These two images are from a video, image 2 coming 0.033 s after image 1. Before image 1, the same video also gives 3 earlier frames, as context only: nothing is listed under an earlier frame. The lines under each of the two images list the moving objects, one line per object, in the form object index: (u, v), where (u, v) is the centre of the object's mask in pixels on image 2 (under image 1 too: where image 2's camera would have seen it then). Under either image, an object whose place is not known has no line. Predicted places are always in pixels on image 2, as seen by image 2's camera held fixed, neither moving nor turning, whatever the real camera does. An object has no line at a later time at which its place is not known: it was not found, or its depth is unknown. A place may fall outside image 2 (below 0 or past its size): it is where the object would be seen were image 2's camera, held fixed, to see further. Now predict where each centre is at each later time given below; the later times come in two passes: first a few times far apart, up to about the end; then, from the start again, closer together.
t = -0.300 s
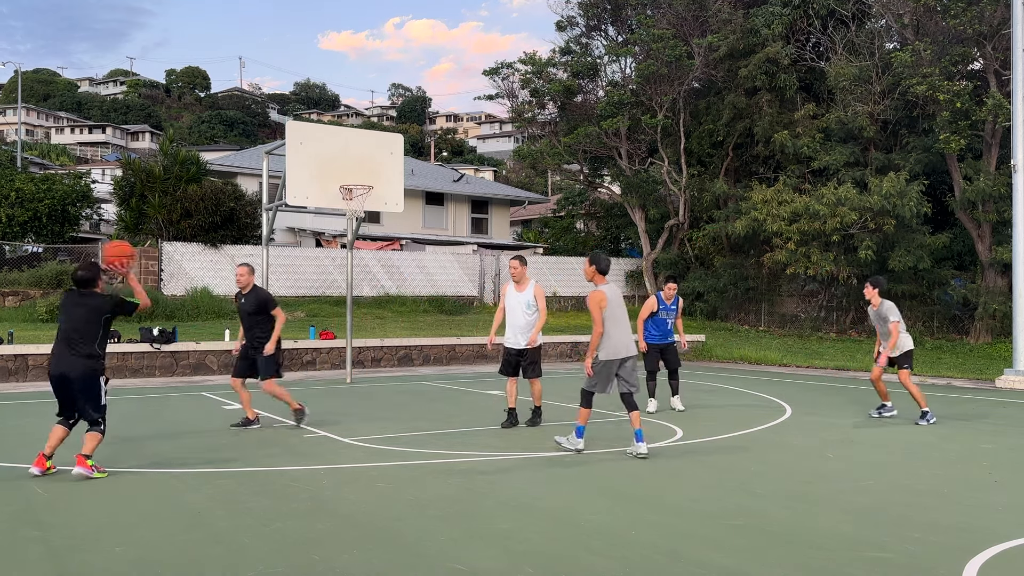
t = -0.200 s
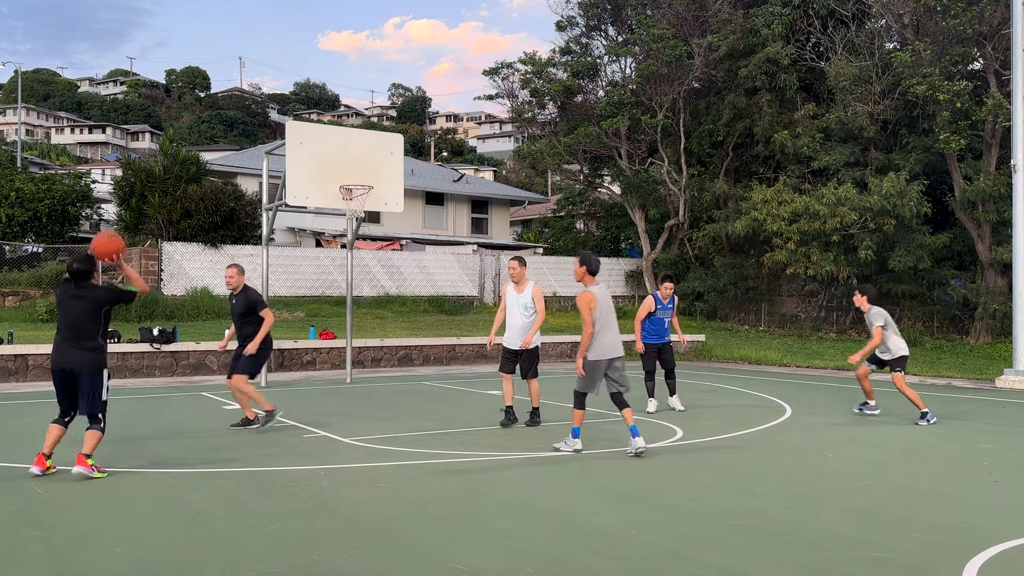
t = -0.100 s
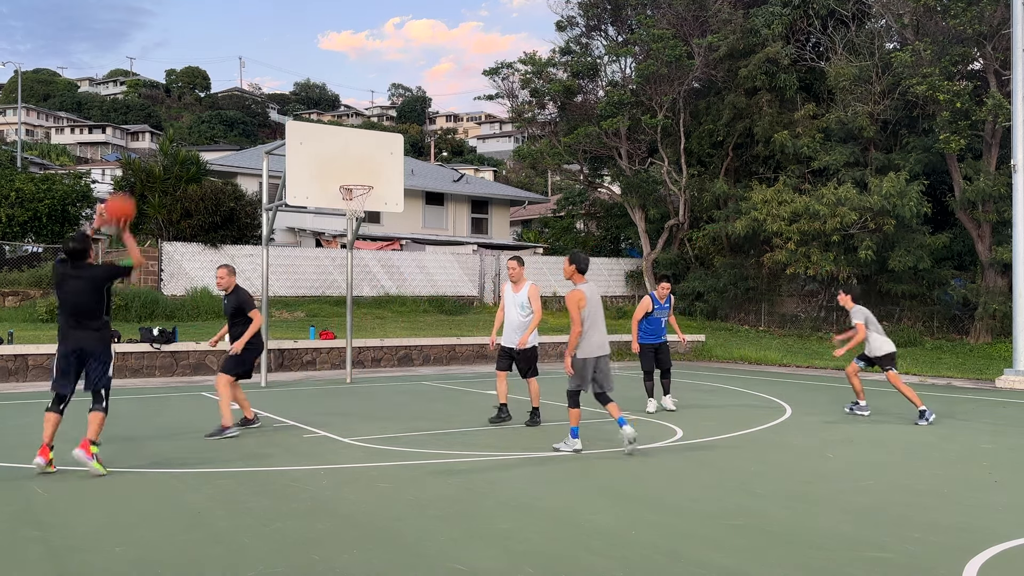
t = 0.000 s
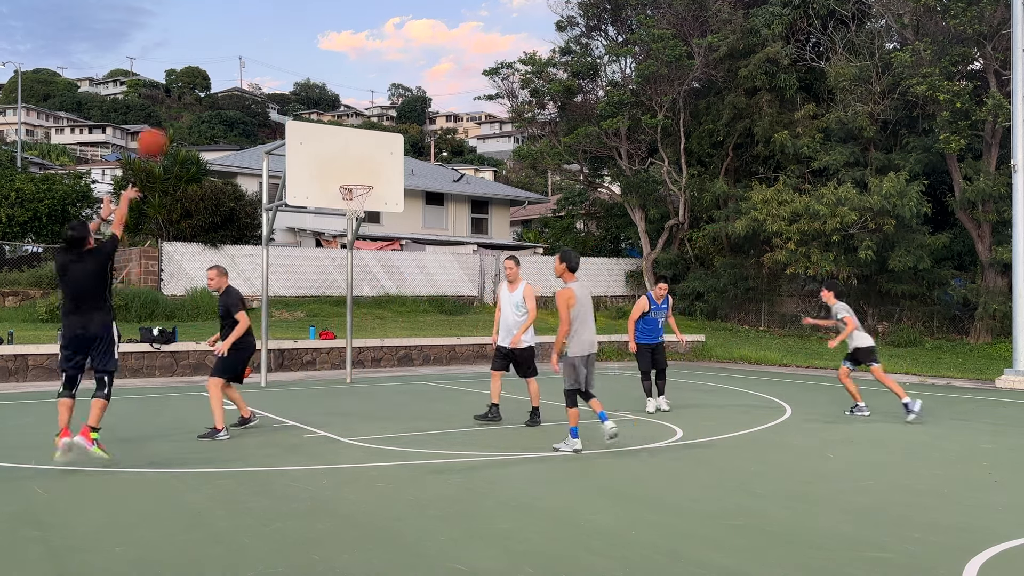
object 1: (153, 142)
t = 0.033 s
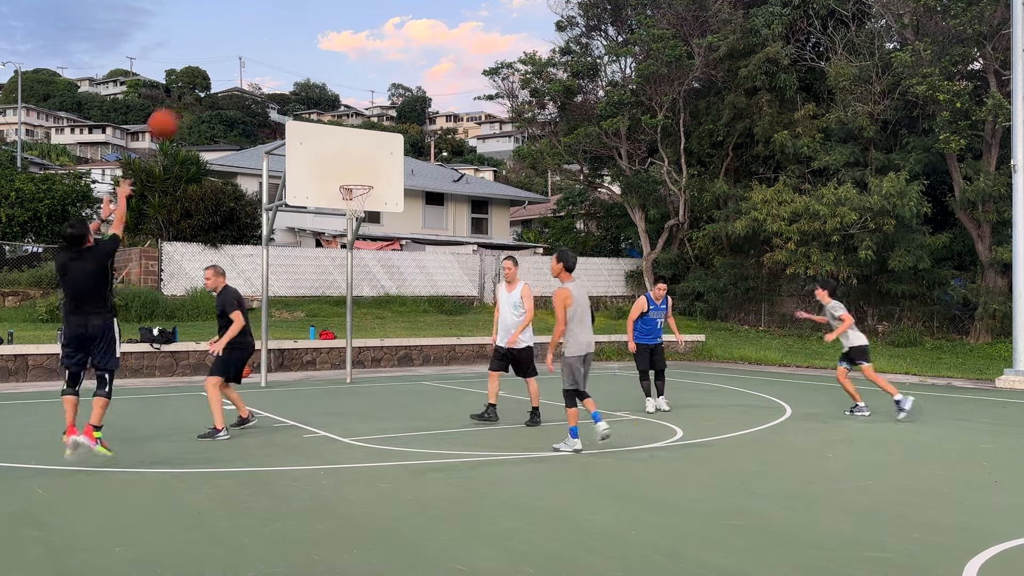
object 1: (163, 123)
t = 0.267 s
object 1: (227, 45)
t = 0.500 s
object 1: (277, 30)
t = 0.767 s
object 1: (321, 70)
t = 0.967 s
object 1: (348, 127)
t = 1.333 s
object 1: (411, 164)
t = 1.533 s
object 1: (454, 177)
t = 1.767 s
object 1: (510, 232)
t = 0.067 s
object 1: (172, 107)
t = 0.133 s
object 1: (192, 80)
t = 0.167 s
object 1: (201, 71)
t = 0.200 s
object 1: (211, 59)
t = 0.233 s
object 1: (219, 52)
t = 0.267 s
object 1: (227, 45)
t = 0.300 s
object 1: (235, 39)
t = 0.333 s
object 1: (243, 35)
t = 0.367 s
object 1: (250, 32)
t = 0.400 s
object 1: (257, 30)
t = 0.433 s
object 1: (264, 29)
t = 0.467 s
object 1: (270, 29)
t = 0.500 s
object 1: (277, 30)
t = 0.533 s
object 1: (283, 32)
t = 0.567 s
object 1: (289, 35)
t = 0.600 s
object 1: (295, 39)
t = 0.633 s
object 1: (300, 44)
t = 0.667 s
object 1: (306, 49)
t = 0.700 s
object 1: (311, 55)
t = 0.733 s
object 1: (316, 62)
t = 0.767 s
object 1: (321, 70)
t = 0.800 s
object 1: (326, 78)
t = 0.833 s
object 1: (331, 86)
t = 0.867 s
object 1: (335, 96)
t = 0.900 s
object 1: (339, 106)
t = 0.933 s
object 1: (344, 116)
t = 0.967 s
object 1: (348, 127)
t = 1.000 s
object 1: (352, 139)
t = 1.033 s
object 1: (356, 150)
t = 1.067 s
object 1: (360, 163)
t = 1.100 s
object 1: (363, 175)
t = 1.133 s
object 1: (369, 178)
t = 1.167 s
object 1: (376, 174)
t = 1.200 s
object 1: (383, 170)
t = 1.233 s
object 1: (390, 168)
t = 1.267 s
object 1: (397, 166)
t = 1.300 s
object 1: (404, 164)
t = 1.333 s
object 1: (411, 164)
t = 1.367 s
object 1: (418, 164)
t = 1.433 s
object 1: (432, 167)
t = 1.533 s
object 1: (454, 177)
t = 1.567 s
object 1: (462, 183)
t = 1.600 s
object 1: (470, 188)
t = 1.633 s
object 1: (478, 196)
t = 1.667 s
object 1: (485, 204)
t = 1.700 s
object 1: (493, 211)
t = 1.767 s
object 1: (510, 232)
